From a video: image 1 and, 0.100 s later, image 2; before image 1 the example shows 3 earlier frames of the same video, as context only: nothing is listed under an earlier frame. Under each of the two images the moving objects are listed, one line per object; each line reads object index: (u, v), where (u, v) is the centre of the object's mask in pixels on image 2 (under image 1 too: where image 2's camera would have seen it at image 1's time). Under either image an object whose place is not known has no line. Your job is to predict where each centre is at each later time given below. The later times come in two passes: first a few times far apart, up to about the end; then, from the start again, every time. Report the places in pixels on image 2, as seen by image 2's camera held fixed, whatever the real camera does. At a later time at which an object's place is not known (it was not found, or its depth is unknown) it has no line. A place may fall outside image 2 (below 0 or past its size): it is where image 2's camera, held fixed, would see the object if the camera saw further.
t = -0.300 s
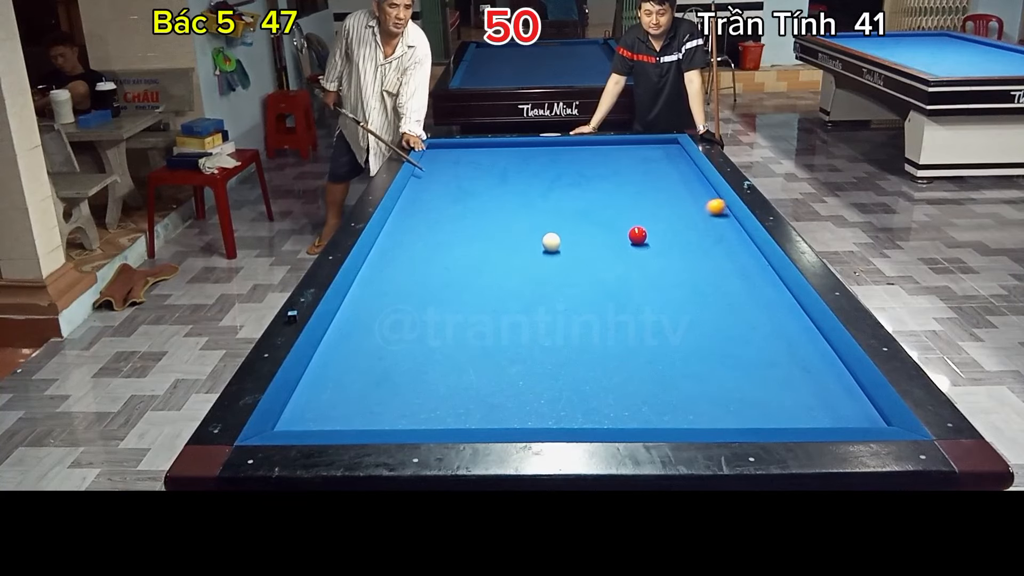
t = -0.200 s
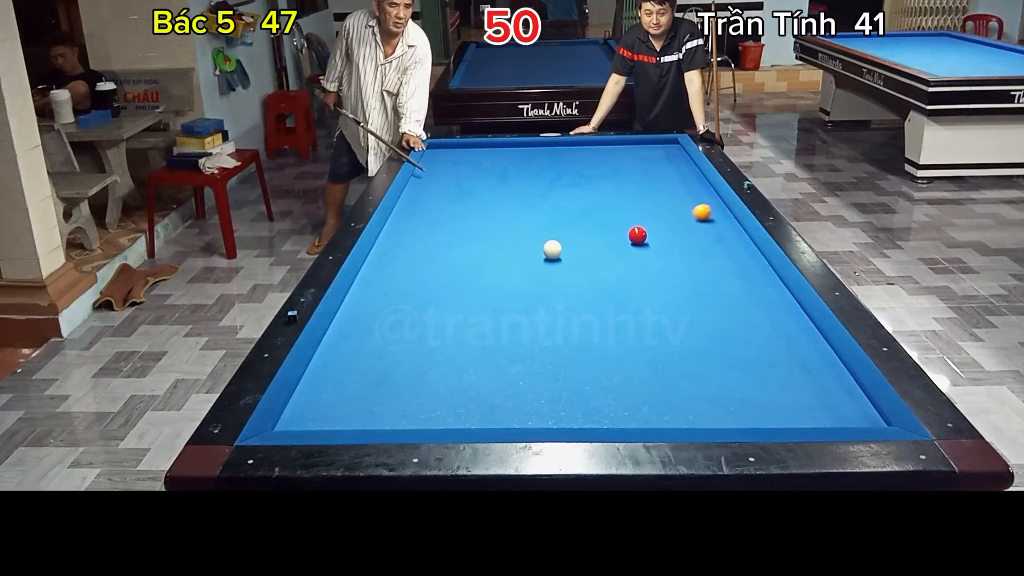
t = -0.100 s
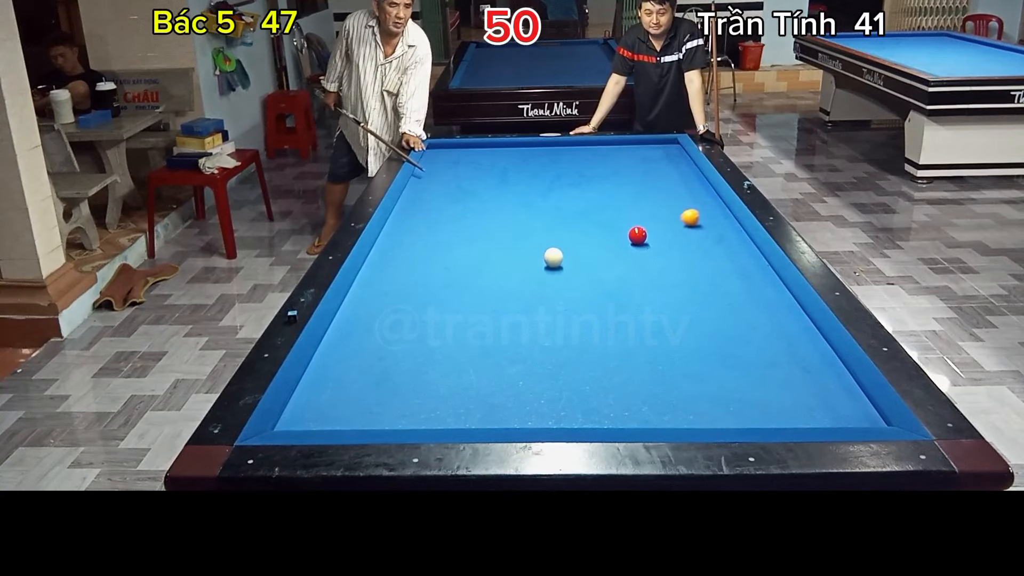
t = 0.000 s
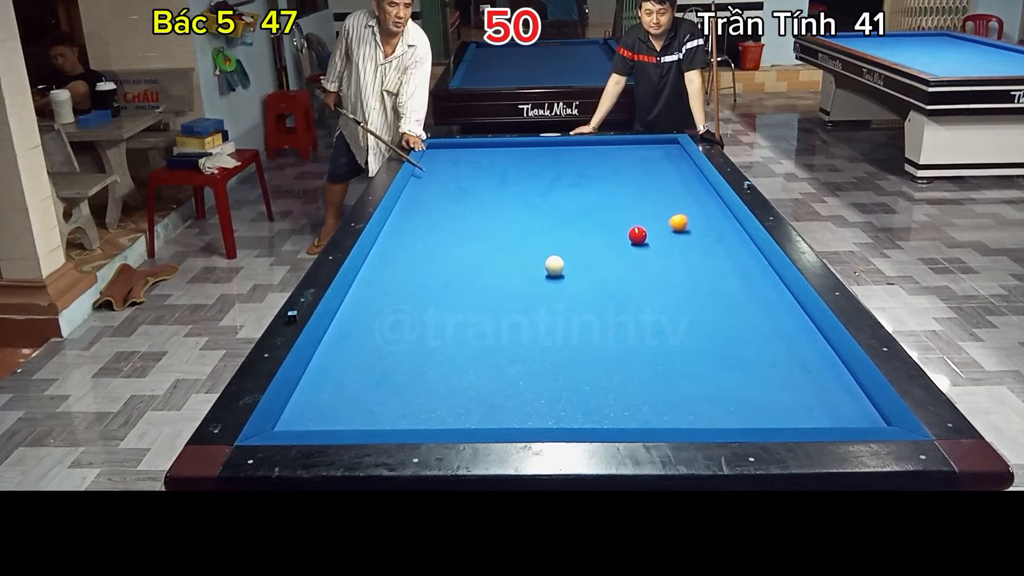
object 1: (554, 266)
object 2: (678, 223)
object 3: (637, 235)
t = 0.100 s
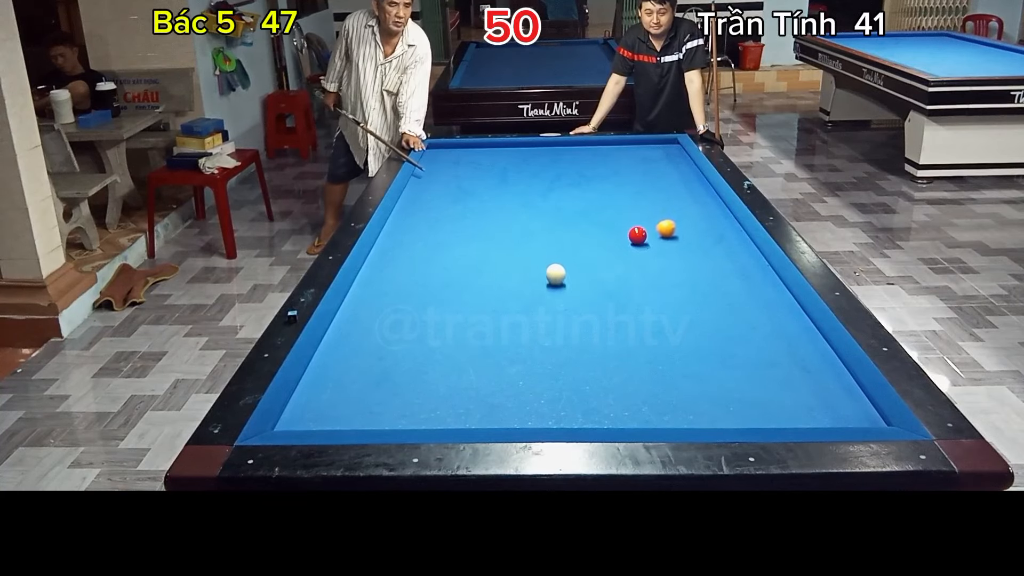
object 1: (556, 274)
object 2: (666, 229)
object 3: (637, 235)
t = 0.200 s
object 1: (557, 283)
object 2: (655, 234)
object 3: (636, 235)
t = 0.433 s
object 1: (560, 306)
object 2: (655, 245)
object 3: (609, 239)
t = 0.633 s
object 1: (562, 327)
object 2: (654, 254)
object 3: (587, 242)
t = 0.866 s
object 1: (565, 355)
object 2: (653, 265)
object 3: (561, 245)
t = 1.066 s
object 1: (568, 381)
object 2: (652, 274)
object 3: (540, 247)
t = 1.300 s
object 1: (571, 414)
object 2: (650, 286)
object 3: (515, 251)
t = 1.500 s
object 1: (572, 409)
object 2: (648, 296)
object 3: (494, 254)
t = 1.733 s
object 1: (572, 389)
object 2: (646, 308)
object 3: (470, 257)
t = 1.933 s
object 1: (572, 374)
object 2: (644, 318)
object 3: (450, 259)
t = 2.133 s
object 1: (571, 360)
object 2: (642, 328)
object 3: (430, 262)
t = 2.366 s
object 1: (571, 346)
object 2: (640, 341)
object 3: (407, 265)
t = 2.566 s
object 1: (570, 334)
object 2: (638, 352)
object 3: (387, 268)
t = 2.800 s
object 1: (570, 322)
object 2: (636, 364)
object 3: (370, 271)
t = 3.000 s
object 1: (569, 313)
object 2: (634, 376)
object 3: (380, 272)
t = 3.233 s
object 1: (568, 303)
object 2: (631, 389)
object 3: (391, 274)
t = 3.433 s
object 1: (567, 295)
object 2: (630, 400)
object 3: (401, 274)
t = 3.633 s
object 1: (566, 288)
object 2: (628, 412)
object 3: (409, 275)
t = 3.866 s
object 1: (565, 281)
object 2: (626, 418)
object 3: (418, 275)
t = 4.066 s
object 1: (563, 275)
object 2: (622, 415)
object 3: (426, 276)
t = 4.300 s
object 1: (562, 268)
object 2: (618, 410)
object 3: (433, 276)
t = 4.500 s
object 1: (561, 263)
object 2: (615, 404)
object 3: (440, 275)
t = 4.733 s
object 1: (560, 258)
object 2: (611, 399)
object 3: (447, 274)
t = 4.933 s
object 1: (558, 253)
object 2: (607, 395)
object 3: (452, 274)
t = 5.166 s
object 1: (557, 249)
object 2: (603, 391)
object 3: (458, 272)
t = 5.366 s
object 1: (556, 245)
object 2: (599, 388)
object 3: (462, 271)
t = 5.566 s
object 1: (556, 242)
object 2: (595, 386)
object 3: (466, 271)
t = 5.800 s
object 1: (555, 239)
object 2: (592, 383)
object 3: (469, 270)
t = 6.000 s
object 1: (555, 236)
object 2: (589, 382)
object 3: (471, 270)
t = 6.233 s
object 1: (555, 233)
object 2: (586, 381)
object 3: (474, 269)
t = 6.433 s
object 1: (555, 231)
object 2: (584, 380)
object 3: (475, 269)
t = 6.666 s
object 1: (555, 229)
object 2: (582, 379)
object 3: (476, 268)
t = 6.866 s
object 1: (556, 227)
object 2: (582, 379)
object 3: (475, 269)
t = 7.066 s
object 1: (556, 225)
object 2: (582, 379)
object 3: (475, 268)
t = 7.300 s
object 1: (557, 224)
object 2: (582, 379)
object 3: (475, 269)
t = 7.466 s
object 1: (557, 223)
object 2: (582, 379)
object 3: (475, 269)
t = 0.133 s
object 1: (556, 278)
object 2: (662, 230)
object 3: (637, 235)
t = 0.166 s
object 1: (557, 280)
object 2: (658, 232)
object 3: (638, 235)
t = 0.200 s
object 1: (557, 283)
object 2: (655, 234)
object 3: (636, 235)
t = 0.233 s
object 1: (557, 286)
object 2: (656, 236)
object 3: (631, 236)
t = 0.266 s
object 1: (558, 290)
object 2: (656, 237)
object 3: (627, 236)
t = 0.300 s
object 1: (558, 293)
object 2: (656, 239)
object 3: (623, 237)
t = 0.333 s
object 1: (558, 296)
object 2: (656, 240)
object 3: (620, 237)
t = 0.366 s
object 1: (559, 299)
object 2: (656, 242)
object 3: (616, 238)
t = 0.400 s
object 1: (559, 303)
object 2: (655, 243)
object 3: (612, 238)
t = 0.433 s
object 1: (560, 306)
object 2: (655, 245)
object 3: (609, 239)
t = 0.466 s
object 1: (560, 310)
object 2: (655, 246)
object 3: (605, 239)
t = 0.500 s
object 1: (560, 313)
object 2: (655, 248)
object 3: (601, 240)
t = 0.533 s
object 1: (561, 317)
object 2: (655, 249)
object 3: (598, 240)
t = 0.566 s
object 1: (561, 320)
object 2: (655, 251)
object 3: (594, 241)
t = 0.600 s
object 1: (562, 324)
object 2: (654, 252)
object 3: (590, 241)
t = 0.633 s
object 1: (562, 327)
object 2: (654, 254)
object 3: (587, 242)
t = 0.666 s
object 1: (563, 331)
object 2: (654, 255)
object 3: (583, 242)
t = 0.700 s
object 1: (563, 335)
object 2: (654, 257)
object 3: (580, 242)
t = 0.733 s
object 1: (563, 339)
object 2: (654, 259)
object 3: (576, 243)
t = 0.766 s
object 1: (564, 343)
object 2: (654, 260)
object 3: (572, 243)
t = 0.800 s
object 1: (564, 347)
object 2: (653, 261)
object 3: (569, 244)
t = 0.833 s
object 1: (565, 351)
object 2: (653, 263)
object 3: (565, 244)
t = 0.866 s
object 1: (565, 355)
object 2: (653, 265)
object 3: (561, 245)
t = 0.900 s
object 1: (565, 359)
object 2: (653, 266)
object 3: (558, 245)
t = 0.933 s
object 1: (566, 363)
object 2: (653, 268)
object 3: (554, 246)
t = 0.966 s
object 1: (566, 368)
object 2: (652, 270)
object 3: (551, 246)
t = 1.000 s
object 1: (567, 372)
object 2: (652, 271)
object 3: (547, 246)
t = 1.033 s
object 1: (567, 377)
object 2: (652, 273)
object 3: (543, 247)
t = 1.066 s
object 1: (568, 381)
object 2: (652, 274)
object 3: (540, 247)
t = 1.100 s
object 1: (568, 386)
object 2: (651, 276)
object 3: (536, 248)
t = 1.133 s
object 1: (569, 391)
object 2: (651, 278)
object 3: (533, 248)
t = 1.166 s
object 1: (569, 396)
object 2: (651, 279)
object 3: (529, 249)
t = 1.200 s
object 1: (570, 401)
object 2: (651, 281)
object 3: (526, 249)
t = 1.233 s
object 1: (571, 405)
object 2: (650, 282)
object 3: (522, 250)
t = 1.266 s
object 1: (571, 411)
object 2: (650, 284)
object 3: (519, 250)
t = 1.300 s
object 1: (571, 414)
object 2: (650, 286)
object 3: (515, 251)
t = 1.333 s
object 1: (572, 417)
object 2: (650, 287)
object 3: (512, 251)
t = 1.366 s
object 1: (572, 417)
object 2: (649, 289)
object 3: (508, 252)
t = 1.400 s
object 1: (572, 416)
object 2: (649, 291)
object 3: (505, 252)
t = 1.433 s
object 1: (572, 414)
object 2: (649, 292)
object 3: (501, 253)
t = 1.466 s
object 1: (572, 412)
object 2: (648, 294)
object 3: (498, 253)
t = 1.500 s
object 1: (572, 409)
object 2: (648, 296)
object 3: (494, 254)
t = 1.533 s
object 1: (572, 406)
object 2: (648, 297)
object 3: (491, 254)
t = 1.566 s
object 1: (572, 403)
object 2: (648, 299)
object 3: (488, 254)
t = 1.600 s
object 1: (572, 400)
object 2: (647, 301)
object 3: (484, 255)
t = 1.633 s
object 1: (572, 397)
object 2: (647, 302)
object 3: (481, 255)
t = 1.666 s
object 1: (572, 395)
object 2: (647, 304)
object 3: (477, 256)
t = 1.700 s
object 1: (572, 392)
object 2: (646, 306)
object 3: (474, 256)
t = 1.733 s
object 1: (572, 389)
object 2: (646, 308)
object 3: (470, 257)
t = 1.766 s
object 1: (572, 386)
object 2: (646, 309)
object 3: (467, 257)
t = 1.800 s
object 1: (572, 384)
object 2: (645, 311)
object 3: (464, 258)
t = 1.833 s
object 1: (572, 381)
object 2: (645, 312)
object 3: (460, 258)
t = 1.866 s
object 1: (572, 379)
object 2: (645, 314)
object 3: (457, 258)
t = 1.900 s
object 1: (572, 376)
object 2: (644, 316)
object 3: (453, 259)
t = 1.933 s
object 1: (572, 374)
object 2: (644, 318)
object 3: (450, 259)
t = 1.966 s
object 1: (572, 371)
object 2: (644, 320)
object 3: (447, 260)
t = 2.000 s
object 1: (571, 369)
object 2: (643, 321)
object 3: (443, 260)
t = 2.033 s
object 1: (572, 367)
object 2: (643, 323)
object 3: (440, 261)
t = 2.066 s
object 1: (571, 364)
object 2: (643, 325)
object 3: (437, 261)
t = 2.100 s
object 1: (571, 362)
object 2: (642, 326)
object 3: (433, 262)
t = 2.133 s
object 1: (571, 360)
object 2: (642, 328)
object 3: (430, 262)
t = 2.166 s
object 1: (571, 358)
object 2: (642, 330)
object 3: (427, 263)
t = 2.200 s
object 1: (571, 356)
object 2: (641, 332)
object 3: (423, 263)
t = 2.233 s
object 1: (571, 354)
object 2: (641, 333)
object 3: (420, 263)
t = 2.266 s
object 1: (571, 351)
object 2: (641, 335)
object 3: (417, 264)
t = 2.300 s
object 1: (571, 350)
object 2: (640, 337)
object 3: (414, 264)
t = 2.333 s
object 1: (571, 347)
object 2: (640, 339)
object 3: (410, 265)
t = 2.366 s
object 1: (571, 346)
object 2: (640, 341)
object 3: (407, 265)
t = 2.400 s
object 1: (571, 343)
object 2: (639, 343)
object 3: (404, 266)
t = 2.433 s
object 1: (571, 342)
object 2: (639, 345)
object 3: (400, 266)
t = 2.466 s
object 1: (570, 340)
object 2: (639, 346)
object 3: (397, 267)
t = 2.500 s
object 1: (570, 338)
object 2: (638, 348)
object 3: (394, 267)
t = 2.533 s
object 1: (570, 336)
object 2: (638, 350)
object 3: (391, 268)
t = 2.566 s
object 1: (570, 334)
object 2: (638, 352)
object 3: (387, 268)
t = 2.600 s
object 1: (570, 332)
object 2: (638, 354)
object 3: (384, 268)
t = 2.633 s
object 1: (570, 331)
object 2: (637, 355)
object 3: (381, 269)
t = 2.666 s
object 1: (570, 329)
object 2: (637, 357)
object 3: (378, 269)
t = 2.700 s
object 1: (570, 327)
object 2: (637, 359)
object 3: (375, 270)
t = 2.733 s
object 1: (570, 325)
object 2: (636, 361)
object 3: (371, 270)
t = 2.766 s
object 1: (570, 324)
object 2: (636, 363)
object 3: (369, 271)
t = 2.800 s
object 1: (570, 322)
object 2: (636, 364)
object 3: (370, 271)
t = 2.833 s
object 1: (569, 321)
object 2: (635, 366)
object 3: (372, 271)
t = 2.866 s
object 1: (569, 319)
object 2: (635, 368)
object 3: (373, 272)
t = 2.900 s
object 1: (569, 318)
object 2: (635, 370)
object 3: (375, 272)
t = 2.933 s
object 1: (569, 316)
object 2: (634, 372)
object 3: (377, 272)
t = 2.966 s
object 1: (569, 315)
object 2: (634, 374)
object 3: (379, 272)
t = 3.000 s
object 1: (569, 313)
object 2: (634, 376)
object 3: (380, 272)
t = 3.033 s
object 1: (569, 312)
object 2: (633, 378)
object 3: (382, 272)
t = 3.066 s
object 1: (569, 310)
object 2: (633, 380)
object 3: (383, 273)
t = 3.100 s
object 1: (569, 309)
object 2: (633, 381)
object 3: (385, 273)
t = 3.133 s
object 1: (569, 307)
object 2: (632, 383)
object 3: (387, 273)
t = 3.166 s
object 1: (568, 306)
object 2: (632, 385)
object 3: (388, 273)
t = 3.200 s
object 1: (568, 305)
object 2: (632, 387)
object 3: (390, 273)
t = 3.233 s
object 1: (568, 303)
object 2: (631, 389)
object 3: (391, 274)
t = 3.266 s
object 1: (568, 302)
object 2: (631, 391)
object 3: (393, 274)
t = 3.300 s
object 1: (568, 301)
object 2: (631, 393)
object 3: (395, 274)
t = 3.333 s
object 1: (568, 299)
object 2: (631, 395)
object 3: (396, 274)
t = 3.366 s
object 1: (568, 298)
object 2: (630, 396)
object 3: (398, 274)
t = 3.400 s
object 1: (567, 297)
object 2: (630, 398)
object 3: (399, 274)
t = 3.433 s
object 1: (567, 295)
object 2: (630, 400)
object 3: (401, 274)
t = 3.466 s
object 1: (567, 294)
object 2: (629, 402)
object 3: (402, 274)
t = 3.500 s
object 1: (567, 293)
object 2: (629, 404)
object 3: (403, 275)
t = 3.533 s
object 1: (567, 292)
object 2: (629, 406)
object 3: (405, 275)
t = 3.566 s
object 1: (566, 291)
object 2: (629, 408)
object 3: (406, 275)
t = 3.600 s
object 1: (566, 289)
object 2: (628, 410)
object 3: (408, 275)
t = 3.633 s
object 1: (566, 288)
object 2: (628, 412)
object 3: (409, 275)
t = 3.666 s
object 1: (566, 287)
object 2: (628, 413)
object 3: (410, 275)
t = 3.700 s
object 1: (565, 286)
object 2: (628, 414)
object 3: (412, 275)
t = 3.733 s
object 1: (565, 285)
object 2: (627, 415)
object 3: (413, 275)
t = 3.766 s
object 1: (565, 284)
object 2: (627, 416)
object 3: (415, 275)
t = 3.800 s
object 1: (565, 283)
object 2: (627, 417)
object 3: (416, 275)
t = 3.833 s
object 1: (565, 282)
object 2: (627, 418)
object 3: (417, 275)
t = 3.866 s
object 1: (565, 281)
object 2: (626, 418)
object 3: (418, 275)
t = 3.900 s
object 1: (564, 280)
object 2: (626, 418)
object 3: (420, 275)
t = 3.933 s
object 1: (564, 279)
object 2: (625, 417)
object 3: (421, 275)
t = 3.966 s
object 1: (564, 278)
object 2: (624, 417)
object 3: (422, 276)
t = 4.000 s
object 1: (564, 277)
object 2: (624, 416)
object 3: (423, 276)
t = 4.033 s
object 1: (563, 276)
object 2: (623, 416)
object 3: (424, 275)
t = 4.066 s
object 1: (563, 275)
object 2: (622, 415)
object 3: (426, 276)
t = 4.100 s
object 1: (563, 274)
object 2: (622, 414)
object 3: (427, 276)
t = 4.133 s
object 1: (563, 273)
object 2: (621, 414)
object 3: (428, 276)
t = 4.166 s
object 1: (563, 272)
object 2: (621, 413)
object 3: (429, 276)
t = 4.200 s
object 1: (562, 271)
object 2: (620, 412)
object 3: (430, 276)
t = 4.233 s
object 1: (562, 270)
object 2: (619, 412)
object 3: (431, 276)
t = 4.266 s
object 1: (562, 269)
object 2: (619, 411)
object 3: (432, 276)
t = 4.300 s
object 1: (562, 268)
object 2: (618, 410)
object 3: (433, 276)
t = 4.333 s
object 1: (562, 267)
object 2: (617, 409)
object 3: (434, 276)
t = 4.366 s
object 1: (561, 267)
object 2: (617, 408)
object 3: (436, 276)
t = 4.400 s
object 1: (561, 266)
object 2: (616, 408)
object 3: (437, 276)
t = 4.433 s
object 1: (561, 265)
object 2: (616, 406)
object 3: (438, 276)
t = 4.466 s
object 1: (561, 264)
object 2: (615, 405)
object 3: (439, 275)
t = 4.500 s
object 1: (561, 263)
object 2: (615, 404)
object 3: (440, 275)
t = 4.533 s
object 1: (561, 262)
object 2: (614, 403)
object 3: (441, 275)
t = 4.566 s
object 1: (560, 261)
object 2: (614, 403)
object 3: (442, 275)
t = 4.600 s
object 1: (560, 261)
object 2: (613, 402)
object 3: (443, 275)
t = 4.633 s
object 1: (560, 260)
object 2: (612, 401)
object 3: (444, 275)
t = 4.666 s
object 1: (560, 259)
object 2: (612, 400)
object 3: (445, 275)
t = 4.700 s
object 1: (560, 258)
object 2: (611, 400)
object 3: (446, 274)
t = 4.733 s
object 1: (560, 258)
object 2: (611, 399)
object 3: (447, 274)
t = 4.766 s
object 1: (559, 257)
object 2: (610, 398)
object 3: (448, 274)
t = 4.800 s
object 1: (559, 256)
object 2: (610, 398)
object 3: (449, 274)
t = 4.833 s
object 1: (559, 255)
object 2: (609, 397)
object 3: (450, 274)
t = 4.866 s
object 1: (559, 255)
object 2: (608, 396)
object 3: (450, 274)
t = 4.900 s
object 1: (558, 254)
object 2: (608, 396)
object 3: (451, 274)
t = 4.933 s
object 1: (558, 253)
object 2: (607, 395)
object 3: (452, 274)
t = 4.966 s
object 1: (558, 253)
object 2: (606, 394)
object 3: (453, 273)
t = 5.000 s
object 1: (558, 252)
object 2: (606, 394)
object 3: (454, 273)
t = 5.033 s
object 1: (558, 251)
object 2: (605, 393)
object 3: (455, 273)
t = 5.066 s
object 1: (557, 251)
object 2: (605, 393)
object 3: (455, 273)
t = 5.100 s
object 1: (557, 250)
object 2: (604, 392)
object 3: (456, 273)
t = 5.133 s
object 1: (557, 249)
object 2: (603, 392)
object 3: (457, 273)
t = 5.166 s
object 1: (557, 249)
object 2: (603, 391)
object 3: (458, 272)
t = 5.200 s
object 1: (557, 248)
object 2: (602, 390)
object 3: (458, 272)
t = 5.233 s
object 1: (557, 248)
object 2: (601, 390)
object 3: (459, 272)
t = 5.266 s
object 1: (557, 247)
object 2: (601, 390)
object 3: (460, 272)
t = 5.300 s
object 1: (556, 246)
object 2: (600, 389)
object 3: (461, 272)
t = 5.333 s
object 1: (556, 246)
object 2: (599, 389)
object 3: (461, 271)
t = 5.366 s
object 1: (556, 245)
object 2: (599, 388)
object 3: (462, 271)
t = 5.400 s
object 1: (556, 245)
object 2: (598, 388)
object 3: (463, 271)
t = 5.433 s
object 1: (556, 244)
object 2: (598, 387)
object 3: (463, 271)
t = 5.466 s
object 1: (556, 243)
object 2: (597, 387)
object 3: (464, 271)
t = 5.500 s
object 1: (556, 243)
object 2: (597, 386)
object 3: (464, 271)
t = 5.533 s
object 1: (556, 242)
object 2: (596, 386)
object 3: (465, 271)
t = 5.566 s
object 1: (556, 242)
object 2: (595, 386)
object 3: (466, 271)
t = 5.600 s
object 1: (556, 241)
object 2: (595, 385)
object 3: (466, 271)
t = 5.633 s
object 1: (556, 241)
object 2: (594, 385)
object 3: (467, 270)
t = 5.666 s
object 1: (556, 240)
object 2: (594, 385)
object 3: (467, 270)
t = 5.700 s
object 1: (555, 240)
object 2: (593, 384)
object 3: (468, 270)
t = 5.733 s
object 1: (555, 239)
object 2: (593, 384)
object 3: (468, 270)
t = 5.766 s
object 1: (555, 239)
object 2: (592, 384)
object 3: (469, 270)
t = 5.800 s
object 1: (555, 239)
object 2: (592, 383)
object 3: (469, 270)
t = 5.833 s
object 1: (555, 238)
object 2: (591, 383)
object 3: (470, 270)
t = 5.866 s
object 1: (555, 238)
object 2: (591, 383)
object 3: (470, 270)
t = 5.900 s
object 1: (555, 237)
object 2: (590, 382)
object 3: (470, 270)
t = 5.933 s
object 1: (555, 237)
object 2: (590, 382)
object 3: (471, 269)
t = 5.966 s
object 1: (555, 236)
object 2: (589, 382)
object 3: (471, 269)
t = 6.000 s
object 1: (555, 236)
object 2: (589, 382)
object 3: (471, 270)
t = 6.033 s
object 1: (555, 235)
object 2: (588, 382)
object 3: (472, 270)
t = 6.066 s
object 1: (555, 235)
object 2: (588, 381)
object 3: (472, 269)
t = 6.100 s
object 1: (555, 235)
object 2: (588, 381)
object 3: (473, 269)
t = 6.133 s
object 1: (555, 234)
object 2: (587, 381)
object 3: (473, 269)
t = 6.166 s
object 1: (555, 234)
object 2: (587, 381)
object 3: (473, 269)
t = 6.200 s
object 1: (555, 233)
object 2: (586, 381)
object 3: (473, 269)
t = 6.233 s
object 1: (555, 233)
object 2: (586, 381)
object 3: (474, 269)
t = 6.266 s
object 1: (555, 233)
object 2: (586, 380)
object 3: (474, 269)
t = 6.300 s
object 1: (555, 232)
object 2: (585, 380)
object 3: (474, 269)
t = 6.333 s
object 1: (555, 232)
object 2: (585, 380)
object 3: (474, 269)
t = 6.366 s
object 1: (555, 232)
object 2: (585, 380)
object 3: (474, 269)
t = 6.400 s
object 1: (555, 231)
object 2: (584, 380)
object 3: (475, 269)
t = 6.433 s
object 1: (555, 231)
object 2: (584, 380)
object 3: (475, 269)
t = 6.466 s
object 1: (555, 230)
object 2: (584, 380)
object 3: (475, 268)
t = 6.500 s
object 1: (555, 230)
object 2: (584, 380)
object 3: (475, 268)
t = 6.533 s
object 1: (555, 230)
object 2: (583, 379)
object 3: (475, 268)
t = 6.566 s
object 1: (555, 230)
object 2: (583, 379)
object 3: (476, 268)
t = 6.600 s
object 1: (555, 229)
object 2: (583, 379)
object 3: (476, 268)
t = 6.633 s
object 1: (555, 229)
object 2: (583, 379)
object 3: (476, 268)
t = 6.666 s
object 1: (555, 229)
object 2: (582, 379)
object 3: (476, 268)
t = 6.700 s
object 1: (555, 228)
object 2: (582, 379)
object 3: (476, 268)
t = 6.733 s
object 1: (556, 228)
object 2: (582, 379)
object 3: (476, 269)
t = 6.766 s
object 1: (556, 228)
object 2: (582, 379)
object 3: (476, 268)
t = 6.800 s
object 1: (556, 228)
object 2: (582, 379)
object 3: (476, 268)
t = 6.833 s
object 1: (556, 227)
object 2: (582, 379)
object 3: (476, 268)
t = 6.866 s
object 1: (556, 227)
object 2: (582, 379)
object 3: (475, 269)
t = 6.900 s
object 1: (556, 227)
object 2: (582, 379)
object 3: (475, 268)
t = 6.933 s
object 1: (556, 226)
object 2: (582, 379)
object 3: (475, 268)
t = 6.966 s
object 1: (556, 226)
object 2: (582, 379)
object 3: (475, 268)
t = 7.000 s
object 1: (556, 226)
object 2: (582, 379)
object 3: (475, 268)
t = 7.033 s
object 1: (556, 226)
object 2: (582, 379)
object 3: (475, 268)
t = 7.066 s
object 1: (556, 225)
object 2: (582, 379)
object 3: (475, 268)
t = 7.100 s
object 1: (556, 225)
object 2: (582, 379)
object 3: (475, 268)
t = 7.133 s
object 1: (557, 225)
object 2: (582, 379)
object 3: (475, 268)
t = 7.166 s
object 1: (557, 225)
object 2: (582, 379)
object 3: (475, 268)
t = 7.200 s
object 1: (557, 225)
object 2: (582, 379)
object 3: (475, 269)
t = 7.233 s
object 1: (557, 224)
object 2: (582, 379)
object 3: (475, 268)
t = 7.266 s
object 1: (557, 224)
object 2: (582, 379)
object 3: (475, 268)
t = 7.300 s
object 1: (557, 224)
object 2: (582, 379)
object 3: (475, 269)
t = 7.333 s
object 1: (557, 224)
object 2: (582, 379)
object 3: (475, 269)
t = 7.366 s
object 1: (557, 224)
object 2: (582, 379)
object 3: (475, 269)
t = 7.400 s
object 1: (557, 223)
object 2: (582, 379)
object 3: (475, 269)
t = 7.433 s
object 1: (557, 223)
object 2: (582, 379)
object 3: (475, 269)
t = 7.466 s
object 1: (557, 223)
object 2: (582, 379)
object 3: (475, 269)
